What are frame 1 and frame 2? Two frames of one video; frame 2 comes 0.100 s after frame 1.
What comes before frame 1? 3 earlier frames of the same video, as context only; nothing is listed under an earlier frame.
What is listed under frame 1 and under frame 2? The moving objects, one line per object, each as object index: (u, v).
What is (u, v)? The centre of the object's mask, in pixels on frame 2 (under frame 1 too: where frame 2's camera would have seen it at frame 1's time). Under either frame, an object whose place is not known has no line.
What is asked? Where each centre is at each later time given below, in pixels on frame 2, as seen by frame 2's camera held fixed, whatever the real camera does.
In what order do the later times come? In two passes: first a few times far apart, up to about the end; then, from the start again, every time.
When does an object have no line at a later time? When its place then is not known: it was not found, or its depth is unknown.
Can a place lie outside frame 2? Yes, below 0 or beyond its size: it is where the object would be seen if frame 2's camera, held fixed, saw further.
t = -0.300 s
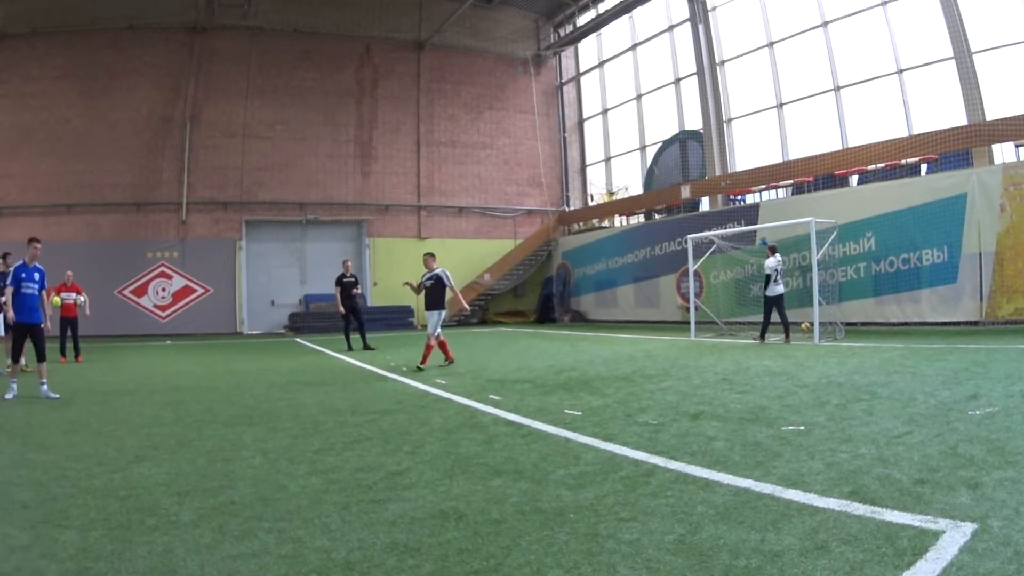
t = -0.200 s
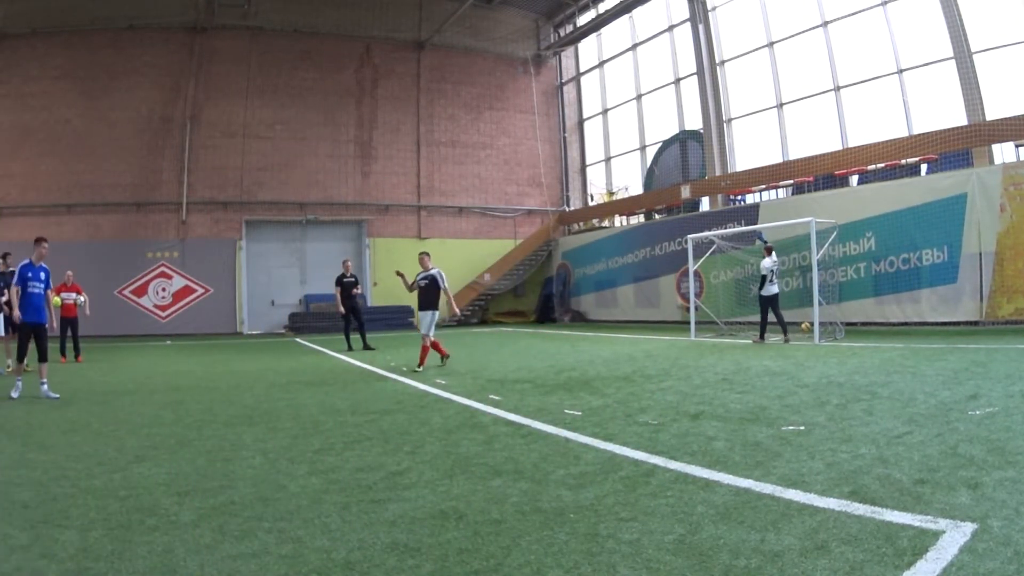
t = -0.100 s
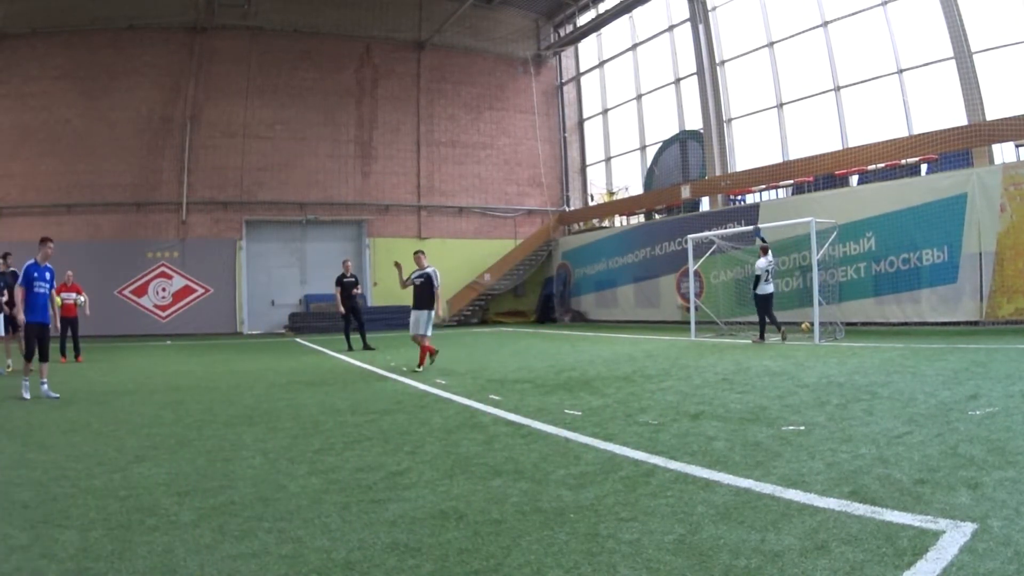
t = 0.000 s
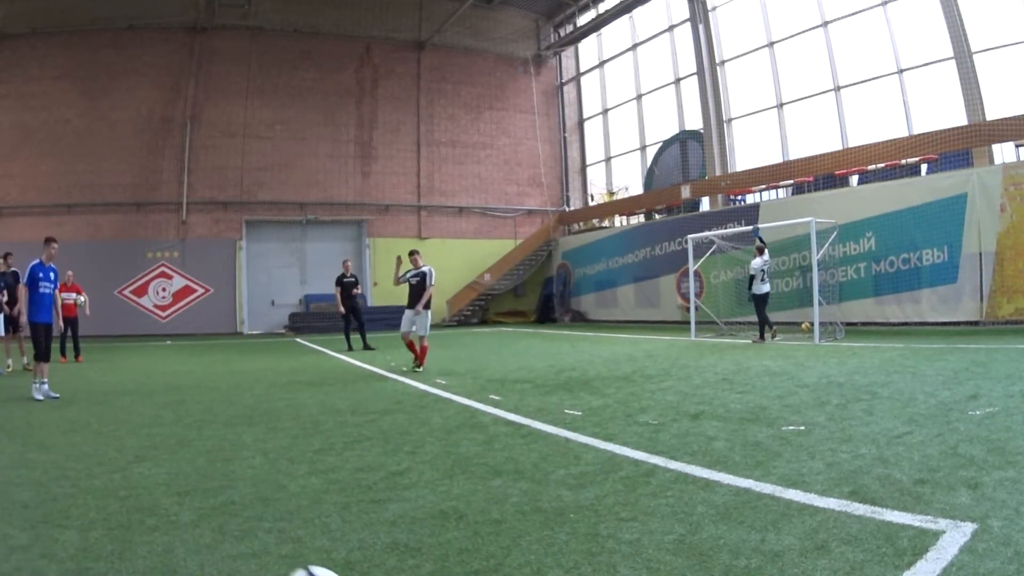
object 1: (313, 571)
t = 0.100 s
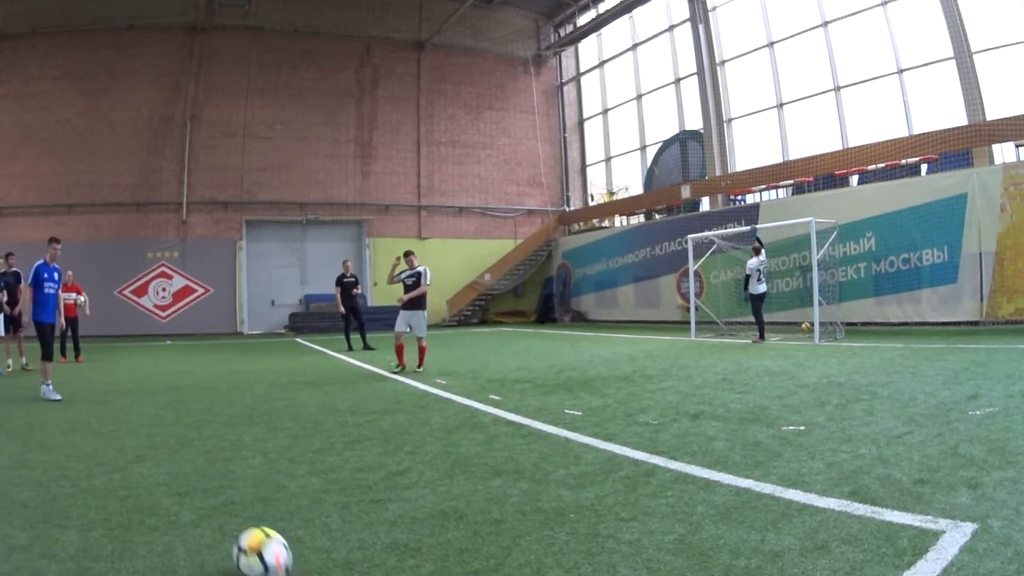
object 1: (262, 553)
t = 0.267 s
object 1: (205, 504)
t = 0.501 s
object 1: (162, 460)
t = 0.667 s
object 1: (143, 438)
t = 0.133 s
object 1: (248, 544)
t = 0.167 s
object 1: (236, 533)
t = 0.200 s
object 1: (224, 522)
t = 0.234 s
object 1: (214, 513)
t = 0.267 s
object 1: (205, 504)
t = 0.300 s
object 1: (197, 497)
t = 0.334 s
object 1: (190, 489)
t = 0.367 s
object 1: (183, 483)
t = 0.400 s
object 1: (177, 477)
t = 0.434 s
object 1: (171, 470)
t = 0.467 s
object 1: (167, 465)
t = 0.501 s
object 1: (162, 460)
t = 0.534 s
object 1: (157, 453)
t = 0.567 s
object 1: (153, 450)
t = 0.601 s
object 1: (150, 447)
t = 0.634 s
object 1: (146, 442)
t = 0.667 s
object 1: (143, 438)
